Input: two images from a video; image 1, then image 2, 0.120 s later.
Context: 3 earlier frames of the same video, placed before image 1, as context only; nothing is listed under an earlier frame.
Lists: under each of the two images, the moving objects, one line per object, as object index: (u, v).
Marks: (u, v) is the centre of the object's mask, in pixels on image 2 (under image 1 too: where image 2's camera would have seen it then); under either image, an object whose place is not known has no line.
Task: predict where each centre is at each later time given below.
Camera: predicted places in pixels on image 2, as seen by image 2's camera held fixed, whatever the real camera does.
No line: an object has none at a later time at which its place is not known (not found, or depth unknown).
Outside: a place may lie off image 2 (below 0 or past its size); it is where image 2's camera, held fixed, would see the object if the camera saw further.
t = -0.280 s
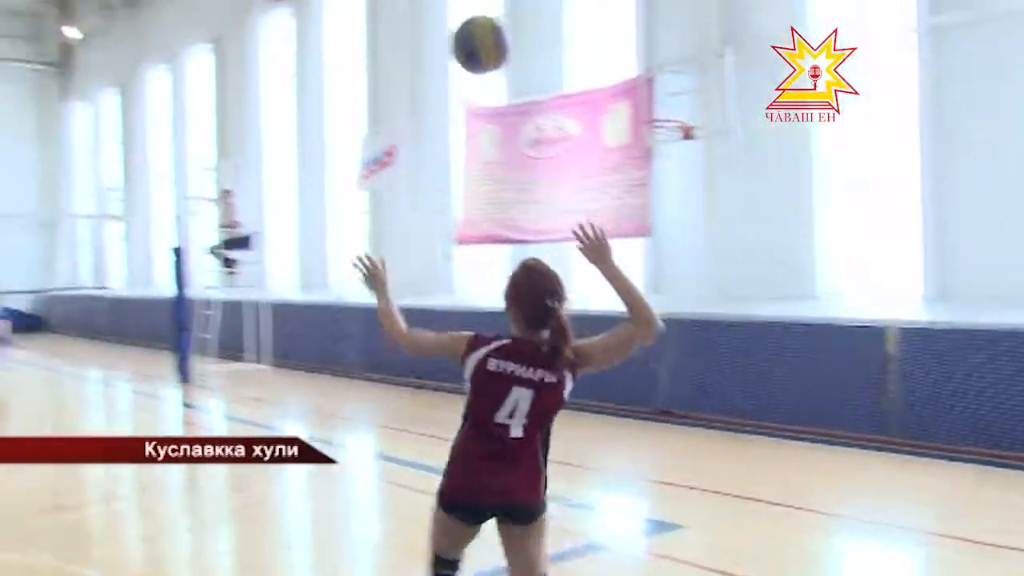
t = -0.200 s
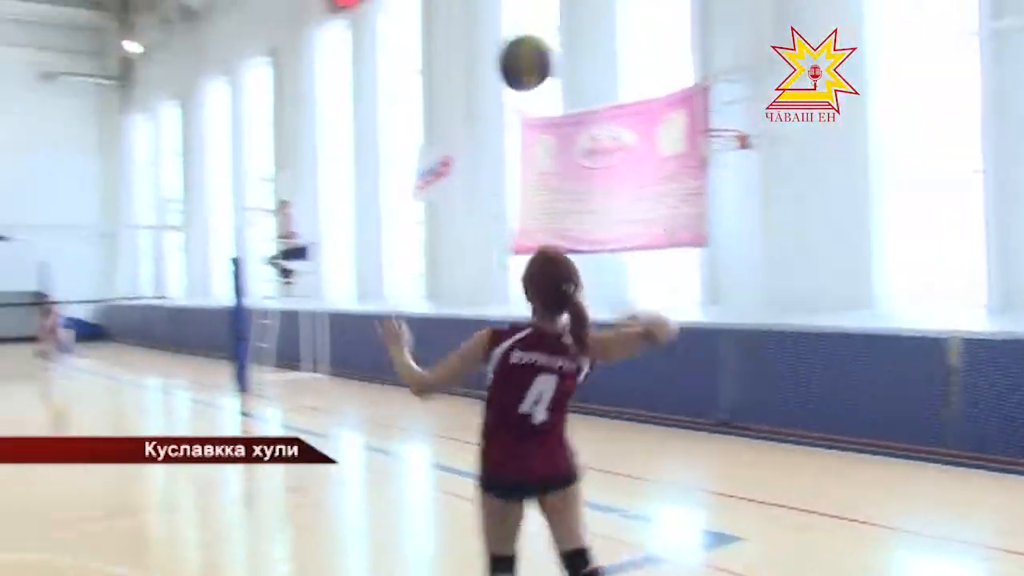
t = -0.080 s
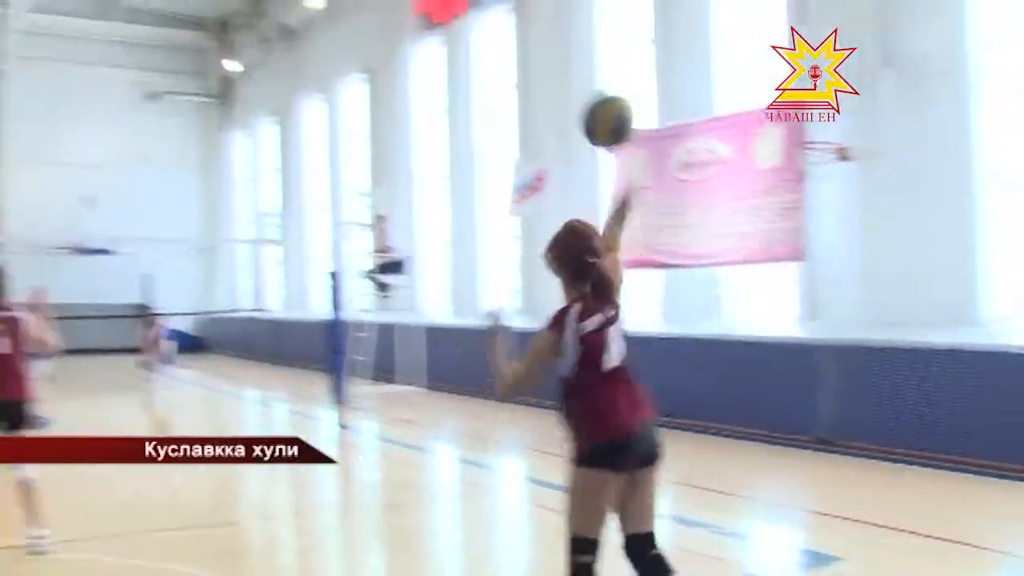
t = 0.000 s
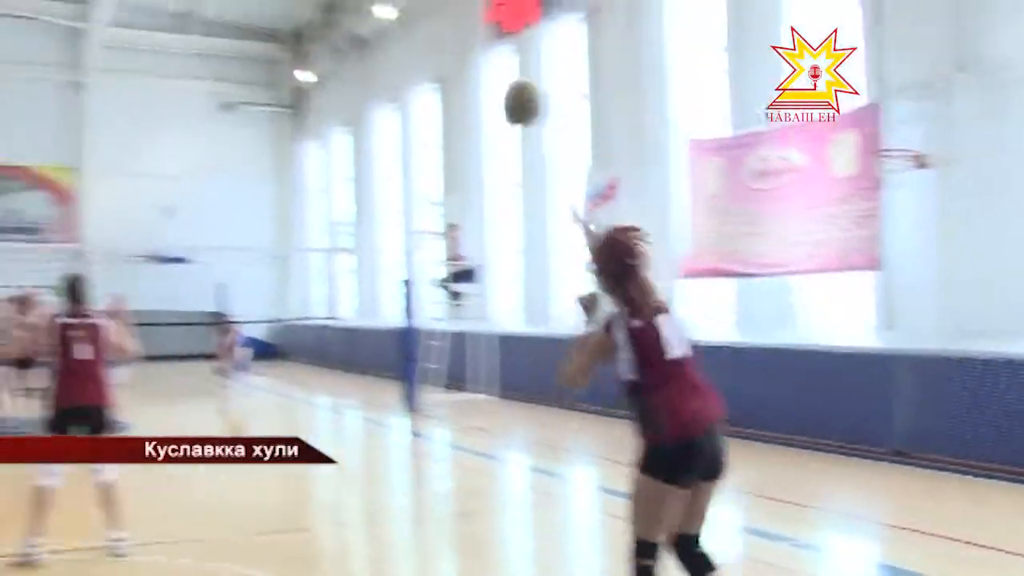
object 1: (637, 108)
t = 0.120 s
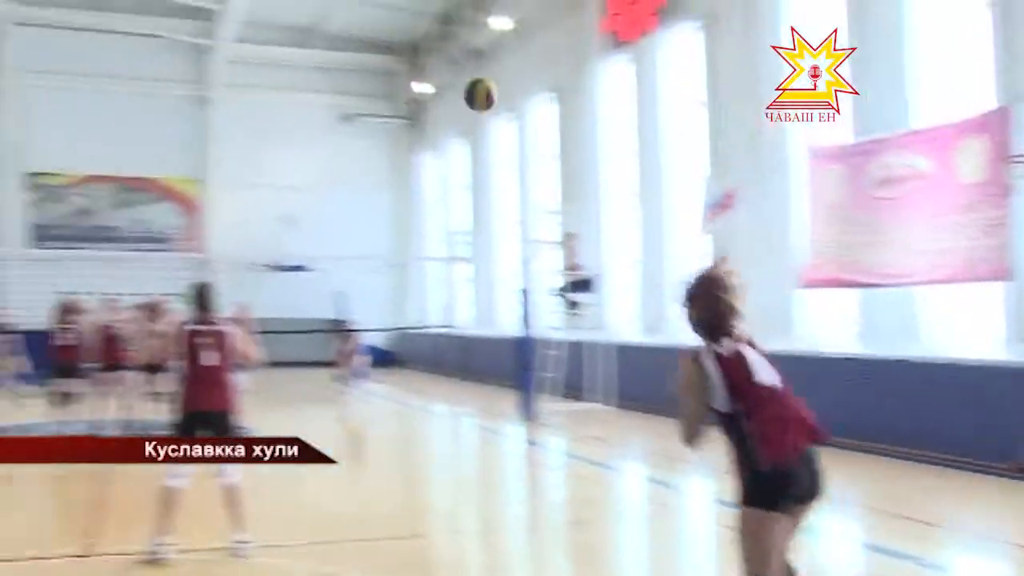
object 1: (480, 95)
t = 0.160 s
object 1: (445, 94)
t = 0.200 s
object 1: (419, 95)
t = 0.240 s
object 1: (394, 99)
